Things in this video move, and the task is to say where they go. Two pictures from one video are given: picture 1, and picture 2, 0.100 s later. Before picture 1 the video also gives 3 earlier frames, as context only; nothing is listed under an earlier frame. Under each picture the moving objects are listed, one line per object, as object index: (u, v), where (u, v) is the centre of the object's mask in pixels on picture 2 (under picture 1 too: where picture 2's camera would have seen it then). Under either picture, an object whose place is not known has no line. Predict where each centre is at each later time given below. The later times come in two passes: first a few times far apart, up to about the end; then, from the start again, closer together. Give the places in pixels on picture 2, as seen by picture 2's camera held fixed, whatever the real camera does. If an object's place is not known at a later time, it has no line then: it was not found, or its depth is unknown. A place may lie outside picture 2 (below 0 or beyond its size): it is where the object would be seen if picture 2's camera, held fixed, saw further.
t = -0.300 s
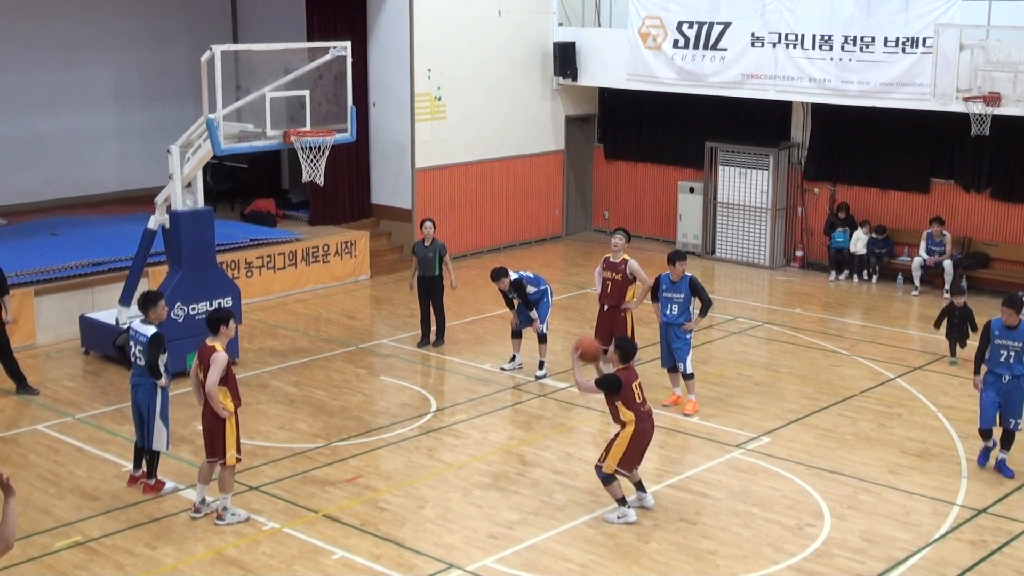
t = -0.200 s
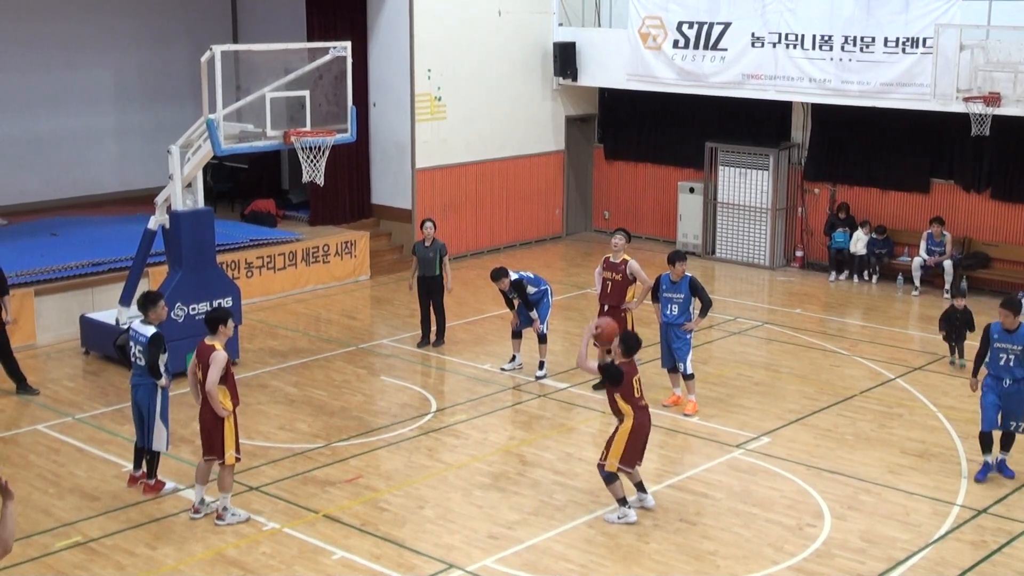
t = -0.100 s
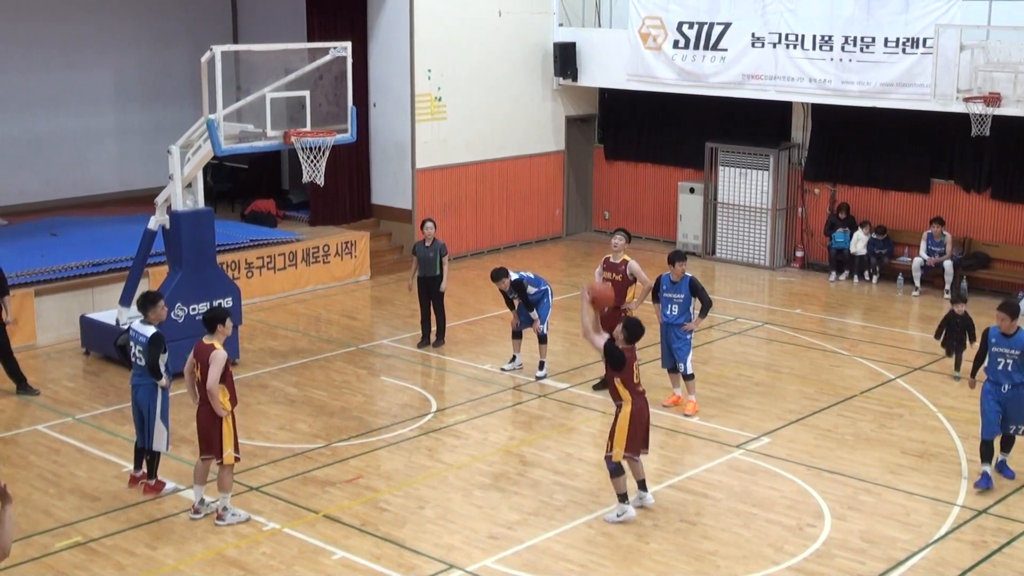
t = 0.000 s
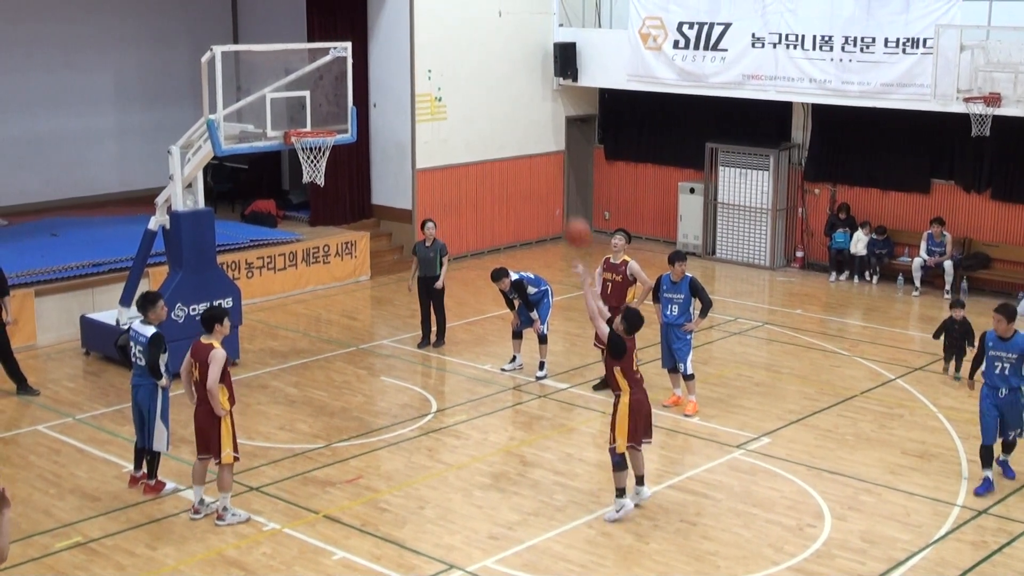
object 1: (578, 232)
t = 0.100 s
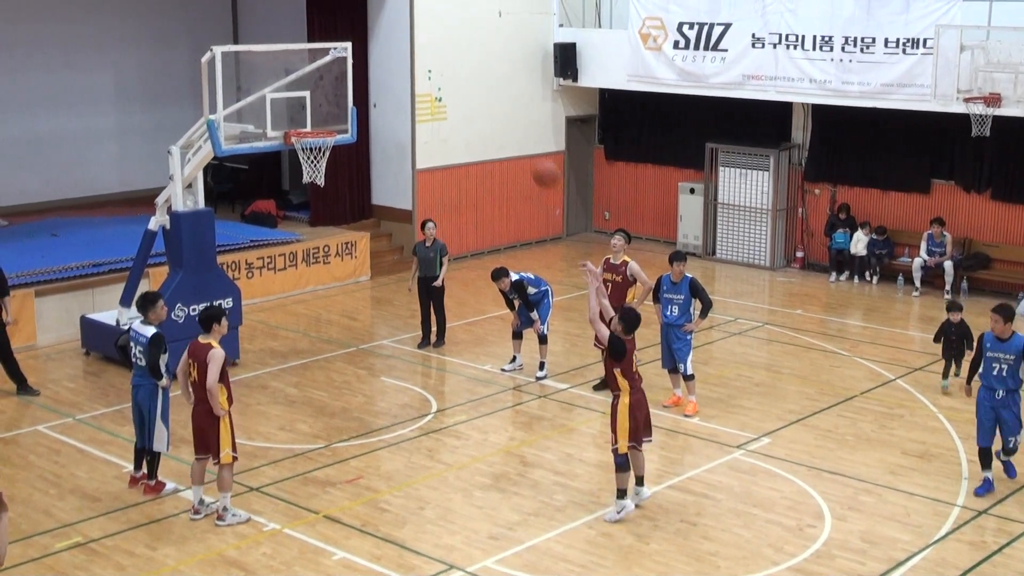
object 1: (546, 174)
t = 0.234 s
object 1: (505, 115)
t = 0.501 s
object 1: (430, 58)
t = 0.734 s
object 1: (372, 69)
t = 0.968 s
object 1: (321, 126)
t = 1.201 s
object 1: (294, 170)
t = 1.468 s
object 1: (279, 252)
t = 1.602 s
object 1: (272, 315)
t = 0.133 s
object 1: (535, 157)
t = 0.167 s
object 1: (525, 141)
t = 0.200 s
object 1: (515, 128)
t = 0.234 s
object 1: (505, 115)
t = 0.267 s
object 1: (496, 103)
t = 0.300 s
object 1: (486, 94)
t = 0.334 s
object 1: (476, 84)
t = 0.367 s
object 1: (467, 77)
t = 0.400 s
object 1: (457, 70)
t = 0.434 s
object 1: (448, 65)
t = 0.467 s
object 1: (439, 60)
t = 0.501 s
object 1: (430, 58)
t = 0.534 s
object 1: (422, 56)
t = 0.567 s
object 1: (413, 55)
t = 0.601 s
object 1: (405, 56)
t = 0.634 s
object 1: (396, 57)
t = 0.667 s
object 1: (388, 60)
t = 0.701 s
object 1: (380, 63)
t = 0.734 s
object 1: (372, 69)
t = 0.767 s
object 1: (365, 74)
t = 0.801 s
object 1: (358, 80)
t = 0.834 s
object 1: (350, 88)
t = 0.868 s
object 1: (342, 97)
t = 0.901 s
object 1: (335, 107)
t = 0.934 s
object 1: (328, 117)
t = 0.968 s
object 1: (321, 126)
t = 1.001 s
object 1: (315, 137)
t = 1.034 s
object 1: (308, 146)
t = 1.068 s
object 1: (302, 150)
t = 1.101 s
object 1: (300, 157)
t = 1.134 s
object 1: (299, 160)
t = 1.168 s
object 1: (296, 164)
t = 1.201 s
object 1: (294, 170)
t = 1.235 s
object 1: (291, 178)
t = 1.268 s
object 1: (290, 186)
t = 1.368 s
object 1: (285, 215)
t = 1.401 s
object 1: (282, 226)
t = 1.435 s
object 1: (281, 239)
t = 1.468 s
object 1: (279, 252)
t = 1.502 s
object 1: (278, 268)
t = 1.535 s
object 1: (276, 283)
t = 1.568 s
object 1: (274, 298)
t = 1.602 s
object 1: (272, 315)
